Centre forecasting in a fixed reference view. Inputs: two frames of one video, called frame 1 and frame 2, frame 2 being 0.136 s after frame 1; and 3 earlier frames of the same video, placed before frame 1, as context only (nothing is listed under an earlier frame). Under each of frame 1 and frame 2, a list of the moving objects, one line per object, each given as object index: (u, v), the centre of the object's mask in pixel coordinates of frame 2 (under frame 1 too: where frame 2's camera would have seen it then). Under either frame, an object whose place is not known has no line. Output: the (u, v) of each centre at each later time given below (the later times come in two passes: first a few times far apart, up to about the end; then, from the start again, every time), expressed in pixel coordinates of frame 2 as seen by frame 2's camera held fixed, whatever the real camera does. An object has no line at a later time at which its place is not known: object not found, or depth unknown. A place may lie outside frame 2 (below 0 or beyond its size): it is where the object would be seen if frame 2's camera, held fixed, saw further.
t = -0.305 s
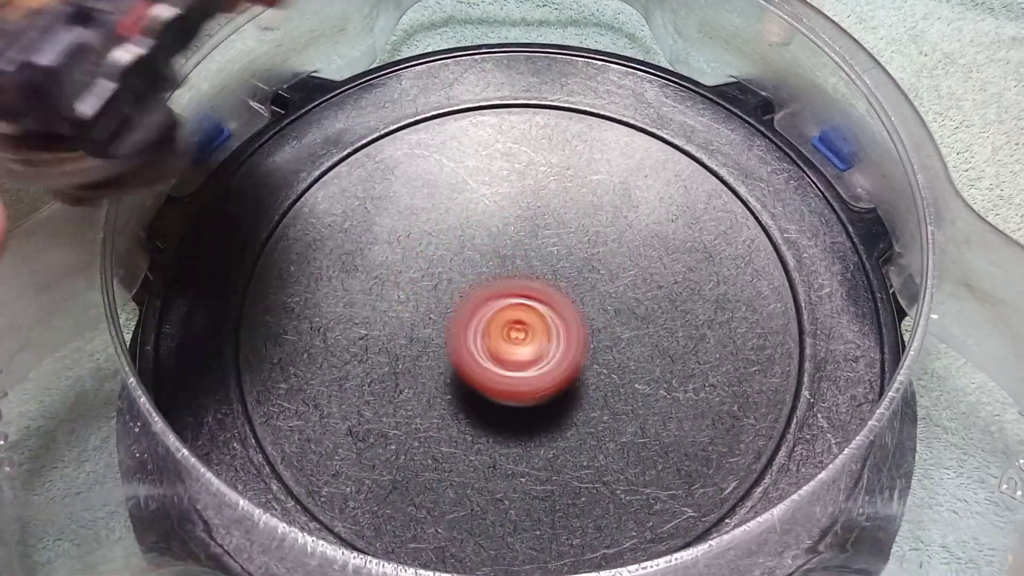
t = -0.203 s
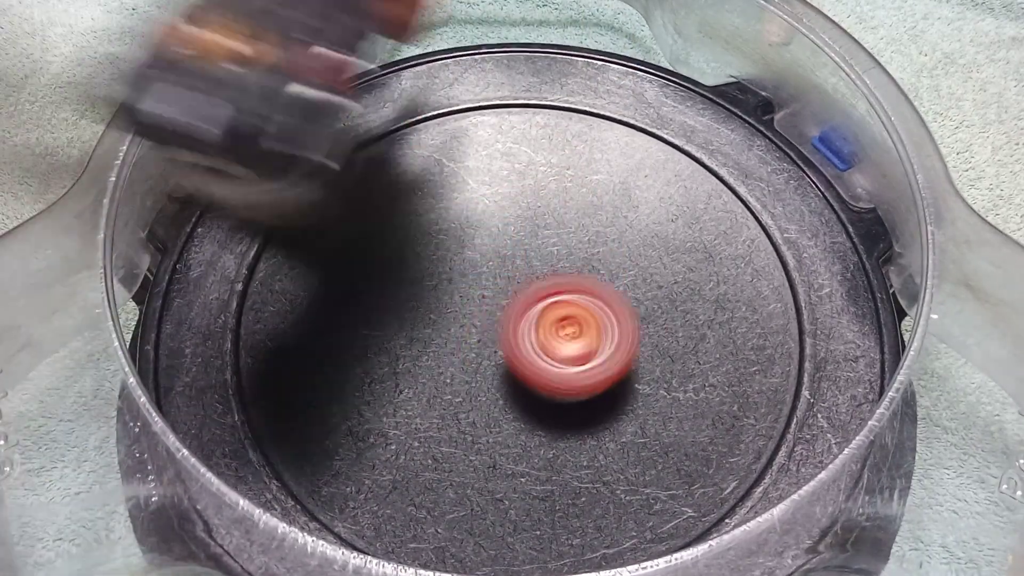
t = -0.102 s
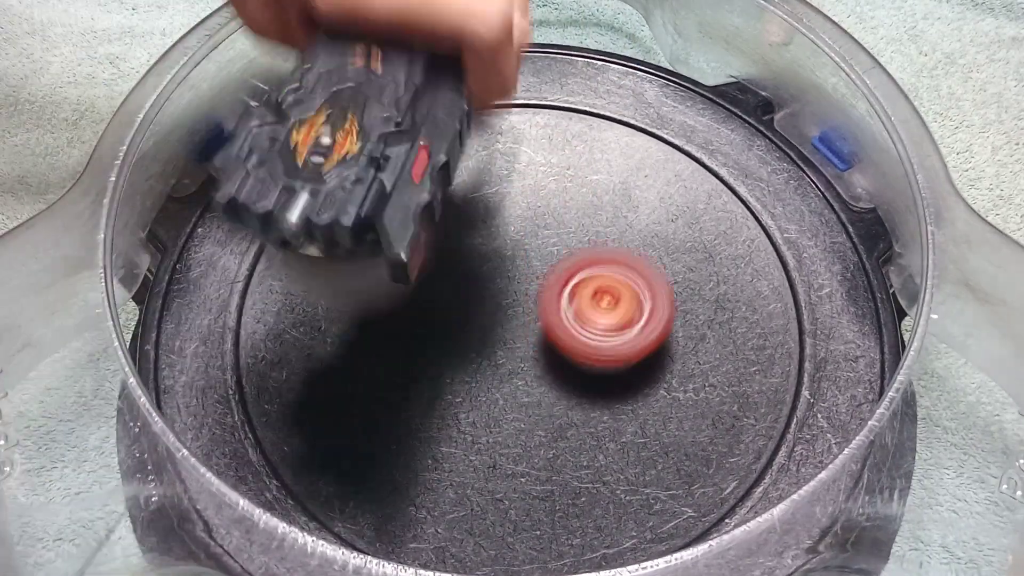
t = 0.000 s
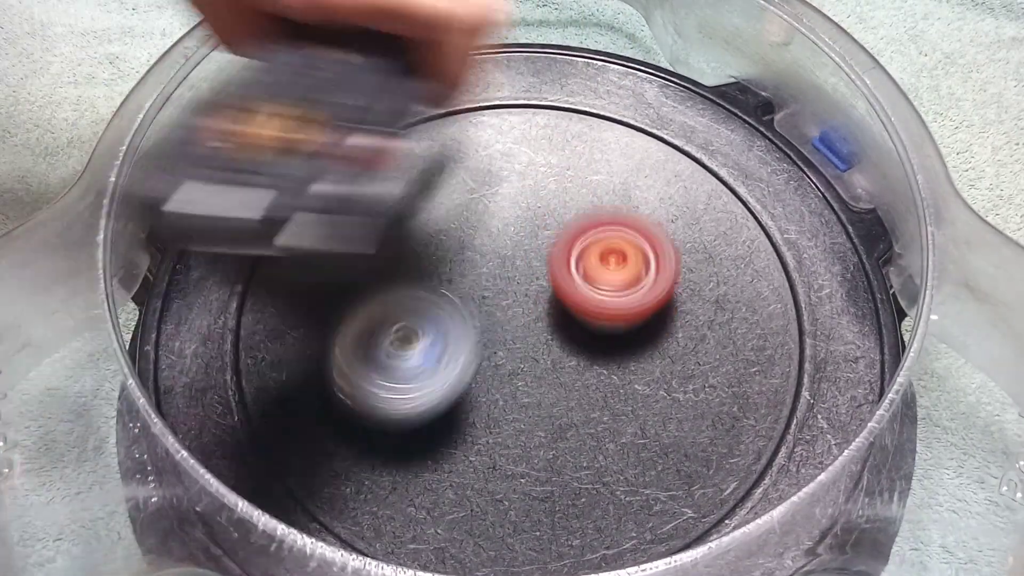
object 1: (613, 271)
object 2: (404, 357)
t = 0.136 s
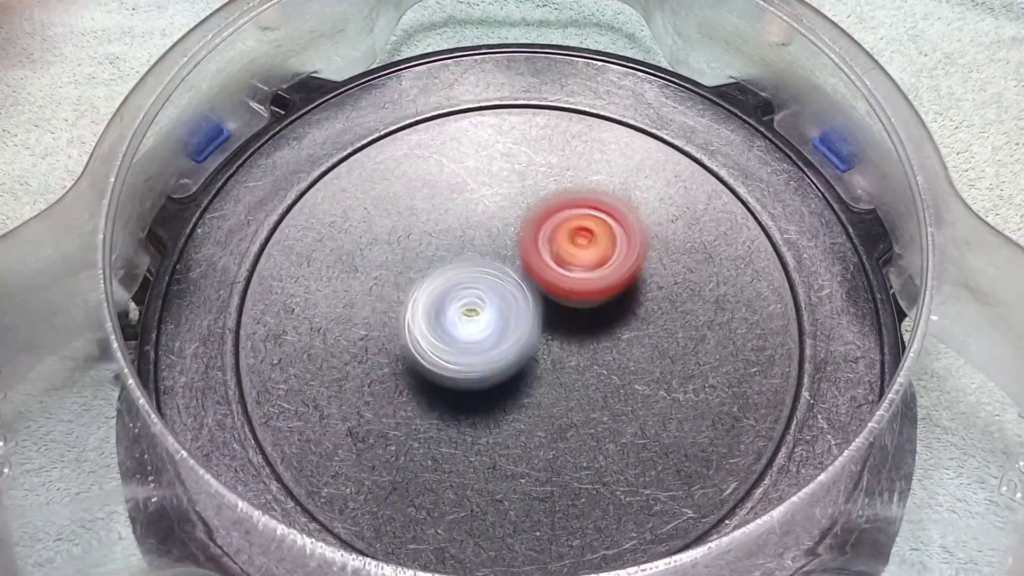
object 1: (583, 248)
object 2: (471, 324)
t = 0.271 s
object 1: (614, 180)
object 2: (341, 312)
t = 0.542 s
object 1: (571, 140)
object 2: (327, 152)
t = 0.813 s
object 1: (728, 267)
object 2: (365, 285)
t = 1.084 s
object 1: (537, 382)
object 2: (368, 307)
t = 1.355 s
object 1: (473, 349)
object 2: (425, 223)
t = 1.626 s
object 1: (734, 423)
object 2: (611, 325)
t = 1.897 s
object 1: (823, 315)
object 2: (319, 443)
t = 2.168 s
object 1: (771, 297)
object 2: (389, 130)
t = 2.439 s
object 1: (578, 329)
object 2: (792, 267)
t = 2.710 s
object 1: (457, 433)
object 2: (403, 542)
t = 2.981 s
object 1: (396, 377)
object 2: (280, 176)
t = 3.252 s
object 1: (352, 377)
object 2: (803, 285)
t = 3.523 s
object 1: (396, 327)
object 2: (275, 433)
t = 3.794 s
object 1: (399, 245)
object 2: (497, 70)
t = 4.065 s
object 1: (395, 205)
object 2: (719, 467)
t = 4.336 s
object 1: (459, 209)
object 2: (254, 374)
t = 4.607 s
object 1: (579, 230)
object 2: (400, 126)
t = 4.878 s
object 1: (811, 303)
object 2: (501, 37)
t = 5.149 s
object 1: (641, 246)
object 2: (638, 96)
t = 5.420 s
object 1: (494, 367)
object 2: (694, 249)
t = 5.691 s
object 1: (537, 527)
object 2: (514, 256)
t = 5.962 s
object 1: (549, 433)
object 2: (474, 165)
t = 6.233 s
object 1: (409, 399)
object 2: (505, 173)
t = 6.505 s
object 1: (350, 392)
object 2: (450, 294)
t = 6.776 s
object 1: (332, 404)
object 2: (651, 227)
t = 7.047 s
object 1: (385, 289)
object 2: (687, 333)
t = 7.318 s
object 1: (383, 174)
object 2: (498, 344)
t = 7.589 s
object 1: (422, 110)
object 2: (449, 394)
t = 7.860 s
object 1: (516, 164)
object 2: (378, 479)
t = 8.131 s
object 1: (609, 224)
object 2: (401, 421)
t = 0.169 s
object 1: (591, 234)
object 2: (444, 311)
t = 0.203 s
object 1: (608, 215)
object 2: (401, 316)
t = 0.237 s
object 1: (615, 195)
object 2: (366, 324)
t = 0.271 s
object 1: (614, 180)
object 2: (341, 312)
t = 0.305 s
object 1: (607, 167)
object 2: (320, 304)
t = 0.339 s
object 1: (596, 156)
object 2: (307, 285)
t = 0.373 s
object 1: (581, 147)
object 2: (304, 264)
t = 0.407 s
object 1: (562, 142)
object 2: (309, 239)
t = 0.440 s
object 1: (543, 141)
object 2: (322, 212)
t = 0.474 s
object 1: (523, 143)
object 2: (347, 185)
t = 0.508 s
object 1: (512, 147)
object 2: (368, 163)
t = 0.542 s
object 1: (571, 140)
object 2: (327, 152)
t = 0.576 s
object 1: (630, 134)
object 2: (300, 160)
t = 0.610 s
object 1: (681, 129)
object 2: (293, 184)
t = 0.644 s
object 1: (708, 134)
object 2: (295, 212)
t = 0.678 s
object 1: (724, 158)
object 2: (304, 234)
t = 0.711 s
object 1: (736, 186)
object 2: (317, 253)
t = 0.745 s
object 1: (741, 212)
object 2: (331, 267)
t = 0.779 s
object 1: (737, 240)
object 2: (349, 278)
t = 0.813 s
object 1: (728, 267)
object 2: (365, 285)
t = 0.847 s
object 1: (714, 291)
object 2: (378, 290)
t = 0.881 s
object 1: (694, 315)
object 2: (390, 295)
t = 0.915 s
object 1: (671, 335)
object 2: (396, 298)
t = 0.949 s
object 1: (647, 350)
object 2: (398, 301)
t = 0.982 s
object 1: (621, 363)
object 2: (396, 304)
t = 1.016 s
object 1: (593, 373)
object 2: (389, 307)
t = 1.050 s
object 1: (564, 379)
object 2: (380, 308)
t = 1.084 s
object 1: (537, 382)
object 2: (368, 307)
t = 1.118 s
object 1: (512, 382)
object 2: (356, 302)
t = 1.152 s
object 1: (491, 377)
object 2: (345, 293)
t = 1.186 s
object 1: (474, 369)
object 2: (340, 279)
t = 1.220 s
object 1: (461, 363)
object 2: (344, 266)
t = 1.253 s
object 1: (451, 353)
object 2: (358, 253)
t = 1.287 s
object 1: (451, 349)
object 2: (378, 242)
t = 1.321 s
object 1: (460, 346)
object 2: (399, 227)
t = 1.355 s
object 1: (473, 349)
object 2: (425, 223)
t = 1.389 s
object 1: (492, 345)
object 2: (454, 224)
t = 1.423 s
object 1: (514, 351)
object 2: (486, 232)
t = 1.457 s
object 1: (545, 370)
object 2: (512, 234)
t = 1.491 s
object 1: (579, 390)
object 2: (539, 239)
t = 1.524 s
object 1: (616, 407)
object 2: (563, 250)
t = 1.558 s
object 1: (653, 418)
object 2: (585, 269)
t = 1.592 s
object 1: (694, 423)
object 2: (603, 294)
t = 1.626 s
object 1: (734, 423)
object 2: (611, 325)
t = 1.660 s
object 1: (774, 413)
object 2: (613, 363)
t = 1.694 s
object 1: (793, 393)
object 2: (598, 397)
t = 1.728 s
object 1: (805, 375)
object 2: (571, 433)
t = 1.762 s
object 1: (814, 357)
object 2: (531, 460)
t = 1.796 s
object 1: (818, 342)
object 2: (479, 477)
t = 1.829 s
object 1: (821, 331)
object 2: (423, 481)
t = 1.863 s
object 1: (822, 322)
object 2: (372, 470)
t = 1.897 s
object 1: (823, 315)
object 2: (319, 443)
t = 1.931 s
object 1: (824, 310)
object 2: (281, 408)
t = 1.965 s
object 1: (824, 307)
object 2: (256, 364)
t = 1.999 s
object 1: (822, 304)
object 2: (242, 316)
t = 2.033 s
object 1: (820, 302)
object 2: (249, 270)
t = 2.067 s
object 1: (814, 301)
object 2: (269, 225)
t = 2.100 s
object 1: (806, 301)
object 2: (301, 185)
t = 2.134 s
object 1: (791, 300)
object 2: (342, 153)
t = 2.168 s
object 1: (771, 297)
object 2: (389, 130)
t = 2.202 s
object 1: (748, 295)
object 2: (439, 115)
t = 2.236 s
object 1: (723, 293)
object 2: (498, 107)
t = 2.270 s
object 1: (698, 293)
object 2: (556, 109)
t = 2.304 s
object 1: (672, 297)
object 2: (612, 118)
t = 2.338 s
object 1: (647, 300)
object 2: (671, 140)
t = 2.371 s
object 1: (624, 308)
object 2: (720, 168)
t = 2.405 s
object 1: (600, 317)
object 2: (767, 213)
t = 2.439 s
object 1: (578, 329)
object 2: (792, 267)
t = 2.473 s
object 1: (557, 340)
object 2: (803, 337)
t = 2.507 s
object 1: (537, 355)
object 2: (786, 403)
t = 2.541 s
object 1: (517, 370)
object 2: (745, 479)
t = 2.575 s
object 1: (499, 385)
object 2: (685, 515)
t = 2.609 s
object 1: (485, 402)
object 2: (614, 531)
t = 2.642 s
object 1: (473, 418)
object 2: (540, 546)
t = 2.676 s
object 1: (464, 431)
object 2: (467, 542)
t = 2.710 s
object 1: (457, 433)
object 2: (403, 542)
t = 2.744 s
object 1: (448, 421)
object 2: (348, 526)
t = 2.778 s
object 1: (440, 411)
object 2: (301, 501)
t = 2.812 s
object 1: (433, 401)
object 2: (268, 459)
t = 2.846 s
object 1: (426, 393)
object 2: (243, 404)
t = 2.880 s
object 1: (419, 386)
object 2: (228, 356)
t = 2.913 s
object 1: (412, 383)
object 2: (227, 294)
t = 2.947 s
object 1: (403, 379)
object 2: (244, 232)
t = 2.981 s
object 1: (396, 377)
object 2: (280, 176)
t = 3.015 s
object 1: (388, 376)
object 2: (328, 130)
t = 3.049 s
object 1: (380, 376)
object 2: (395, 95)
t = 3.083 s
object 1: (372, 376)
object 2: (477, 74)
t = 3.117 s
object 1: (365, 377)
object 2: (555, 73)
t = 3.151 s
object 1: (359, 377)
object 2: (640, 95)
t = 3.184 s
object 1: (355, 377)
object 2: (717, 140)
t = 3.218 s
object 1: (352, 377)
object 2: (774, 204)
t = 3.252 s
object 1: (352, 377)
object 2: (803, 285)
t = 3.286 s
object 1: (352, 377)
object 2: (796, 372)
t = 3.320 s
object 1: (355, 377)
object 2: (745, 444)
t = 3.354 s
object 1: (361, 375)
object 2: (669, 497)
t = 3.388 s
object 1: (369, 370)
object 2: (578, 523)
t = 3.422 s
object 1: (375, 362)
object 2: (483, 527)
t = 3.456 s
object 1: (382, 352)
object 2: (393, 509)
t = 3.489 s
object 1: (389, 340)
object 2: (326, 479)
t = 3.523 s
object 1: (396, 327)
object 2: (275, 433)
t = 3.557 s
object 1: (401, 315)
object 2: (239, 377)
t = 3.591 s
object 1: (404, 304)
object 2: (230, 315)
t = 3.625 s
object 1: (406, 294)
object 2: (242, 250)
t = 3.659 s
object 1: (406, 284)
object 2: (267, 194)
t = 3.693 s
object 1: (405, 274)
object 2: (311, 144)
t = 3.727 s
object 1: (402, 263)
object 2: (363, 109)
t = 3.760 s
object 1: (399, 255)
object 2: (428, 82)
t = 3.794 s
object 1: (399, 245)
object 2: (497, 70)
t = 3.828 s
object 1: (397, 237)
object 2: (567, 71)
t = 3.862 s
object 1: (395, 230)
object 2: (645, 92)
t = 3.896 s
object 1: (394, 225)
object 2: (717, 132)
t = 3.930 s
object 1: (392, 219)
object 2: (770, 187)
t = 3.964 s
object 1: (392, 214)
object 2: (804, 260)
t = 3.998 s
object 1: (392, 211)
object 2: (810, 340)
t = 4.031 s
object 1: (393, 207)
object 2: (777, 411)
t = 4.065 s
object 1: (395, 205)
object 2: (719, 467)
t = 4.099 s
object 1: (398, 204)
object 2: (645, 507)
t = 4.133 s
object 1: (403, 204)
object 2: (568, 525)
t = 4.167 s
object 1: (409, 205)
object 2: (484, 526)
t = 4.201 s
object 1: (418, 205)
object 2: (413, 516)
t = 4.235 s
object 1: (428, 206)
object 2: (356, 493)
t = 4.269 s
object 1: (438, 207)
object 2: (313, 465)
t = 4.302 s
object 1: (448, 208)
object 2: (275, 426)
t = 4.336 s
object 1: (459, 209)
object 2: (254, 374)
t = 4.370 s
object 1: (469, 209)
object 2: (253, 325)
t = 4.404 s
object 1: (480, 208)
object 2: (263, 283)
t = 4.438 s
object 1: (489, 208)
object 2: (282, 249)
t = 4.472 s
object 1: (500, 208)
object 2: (310, 219)
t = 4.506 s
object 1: (509, 207)
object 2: (342, 197)
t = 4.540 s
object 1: (517, 205)
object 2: (377, 180)
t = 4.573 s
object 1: (530, 208)
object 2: (408, 165)
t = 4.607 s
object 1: (579, 230)
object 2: (400, 126)
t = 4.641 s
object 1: (637, 255)
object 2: (395, 93)
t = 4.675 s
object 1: (685, 276)
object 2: (400, 70)
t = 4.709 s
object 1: (728, 290)
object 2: (406, 60)
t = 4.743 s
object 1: (765, 299)
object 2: (423, 46)
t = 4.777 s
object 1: (792, 301)
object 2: (444, 44)
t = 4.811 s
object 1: (812, 304)
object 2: (465, 40)
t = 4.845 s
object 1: (817, 304)
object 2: (483, 39)
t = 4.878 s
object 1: (811, 303)
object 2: (501, 37)
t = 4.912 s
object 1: (799, 302)
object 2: (520, 36)
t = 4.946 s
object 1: (784, 297)
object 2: (540, 34)
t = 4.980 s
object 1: (763, 291)
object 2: (560, 36)
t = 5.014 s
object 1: (738, 283)
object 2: (578, 39)
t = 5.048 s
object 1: (714, 274)
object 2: (598, 47)
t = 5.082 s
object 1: (688, 266)
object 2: (614, 58)
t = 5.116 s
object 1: (664, 257)
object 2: (629, 77)
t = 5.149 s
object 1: (641, 246)
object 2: (638, 96)
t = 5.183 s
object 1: (620, 239)
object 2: (646, 118)
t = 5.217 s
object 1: (587, 258)
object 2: (666, 126)
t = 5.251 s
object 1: (554, 278)
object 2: (684, 133)
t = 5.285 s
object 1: (528, 297)
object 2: (698, 146)
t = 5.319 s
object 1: (508, 314)
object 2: (708, 166)
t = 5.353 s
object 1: (497, 332)
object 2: (712, 192)
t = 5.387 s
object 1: (493, 350)
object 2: (705, 223)
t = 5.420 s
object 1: (494, 367)
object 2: (694, 249)
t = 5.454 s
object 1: (499, 385)
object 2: (675, 272)
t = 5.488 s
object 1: (506, 402)
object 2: (653, 294)
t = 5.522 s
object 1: (516, 419)
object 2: (626, 312)
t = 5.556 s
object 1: (520, 449)
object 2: (598, 321)
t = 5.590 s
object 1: (515, 493)
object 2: (574, 301)
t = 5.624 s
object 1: (517, 512)
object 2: (550, 282)
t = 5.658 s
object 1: (526, 525)
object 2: (529, 270)
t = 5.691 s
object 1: (537, 527)
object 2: (514, 256)
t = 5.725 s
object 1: (548, 522)
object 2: (501, 242)
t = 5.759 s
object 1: (556, 515)
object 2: (491, 231)
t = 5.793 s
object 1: (563, 506)
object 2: (484, 218)
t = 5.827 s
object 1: (567, 493)
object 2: (478, 208)
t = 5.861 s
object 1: (567, 477)
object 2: (475, 198)
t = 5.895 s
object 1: (564, 461)
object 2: (474, 186)
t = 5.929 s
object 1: (558, 446)
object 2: (474, 174)
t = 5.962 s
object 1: (549, 433)
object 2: (474, 165)
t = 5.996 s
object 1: (538, 423)
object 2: (476, 157)
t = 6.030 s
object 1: (524, 415)
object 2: (479, 151)
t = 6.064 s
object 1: (507, 408)
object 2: (483, 148)
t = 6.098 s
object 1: (488, 404)
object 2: (488, 147)
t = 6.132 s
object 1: (468, 401)
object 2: (493, 150)
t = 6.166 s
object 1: (448, 400)
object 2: (498, 155)
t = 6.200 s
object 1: (429, 399)
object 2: (501, 163)
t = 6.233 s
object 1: (409, 399)
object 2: (505, 173)
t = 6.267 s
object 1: (390, 400)
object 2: (506, 187)
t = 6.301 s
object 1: (375, 401)
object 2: (504, 204)
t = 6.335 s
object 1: (364, 400)
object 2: (501, 222)
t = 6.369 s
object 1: (356, 398)
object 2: (493, 239)
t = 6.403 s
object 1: (351, 396)
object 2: (484, 254)
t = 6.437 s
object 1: (350, 395)
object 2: (473, 269)
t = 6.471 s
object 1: (350, 393)
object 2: (460, 283)
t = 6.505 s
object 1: (350, 392)
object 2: (450, 294)
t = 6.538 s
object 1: (314, 412)
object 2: (468, 283)
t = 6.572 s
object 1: (284, 426)
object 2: (503, 254)
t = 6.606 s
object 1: (276, 428)
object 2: (533, 240)
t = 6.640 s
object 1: (284, 430)
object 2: (566, 224)
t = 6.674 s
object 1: (295, 425)
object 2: (593, 218)
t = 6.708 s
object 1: (307, 421)
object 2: (614, 218)
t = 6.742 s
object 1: (319, 413)
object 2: (635, 221)
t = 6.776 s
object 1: (332, 404)
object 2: (651, 227)
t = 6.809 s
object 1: (345, 394)
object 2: (665, 234)
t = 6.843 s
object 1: (356, 382)
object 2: (681, 244)
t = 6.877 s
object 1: (365, 371)
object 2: (692, 256)
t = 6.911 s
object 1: (372, 357)
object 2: (700, 269)
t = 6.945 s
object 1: (377, 341)
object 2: (705, 284)
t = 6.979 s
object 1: (381, 324)
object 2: (704, 301)
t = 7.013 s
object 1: (384, 307)
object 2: (700, 316)
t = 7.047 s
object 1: (385, 289)
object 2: (687, 333)
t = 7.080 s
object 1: (385, 273)
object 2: (672, 347)
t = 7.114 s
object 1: (384, 256)
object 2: (650, 358)
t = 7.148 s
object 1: (383, 239)
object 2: (622, 365)
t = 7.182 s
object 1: (383, 224)
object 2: (596, 370)
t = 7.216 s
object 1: (383, 208)
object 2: (569, 369)
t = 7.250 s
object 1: (382, 195)
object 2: (544, 363)
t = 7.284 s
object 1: (382, 183)
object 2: (519, 354)
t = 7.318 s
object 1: (383, 174)
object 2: (498, 344)
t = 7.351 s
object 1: (385, 168)
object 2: (479, 331)
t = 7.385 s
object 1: (389, 164)
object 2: (464, 318)
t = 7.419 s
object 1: (394, 164)
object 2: (451, 303)
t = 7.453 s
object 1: (400, 165)
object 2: (440, 290)
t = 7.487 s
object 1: (406, 166)
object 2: (437, 282)
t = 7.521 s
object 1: (410, 147)
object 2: (444, 317)
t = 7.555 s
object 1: (416, 124)
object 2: (447, 355)
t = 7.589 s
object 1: (422, 110)
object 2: (449, 394)
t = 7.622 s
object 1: (432, 104)
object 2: (443, 422)
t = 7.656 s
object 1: (444, 110)
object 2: (436, 442)
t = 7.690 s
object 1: (455, 117)
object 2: (428, 453)
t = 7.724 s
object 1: (467, 126)
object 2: (420, 460)
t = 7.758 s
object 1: (479, 135)
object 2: (409, 466)
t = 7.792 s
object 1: (490, 146)
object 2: (398, 472)
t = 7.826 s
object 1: (503, 156)
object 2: (387, 476)
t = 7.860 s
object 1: (516, 164)
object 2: (378, 479)
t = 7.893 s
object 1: (529, 172)
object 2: (369, 481)
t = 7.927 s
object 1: (543, 180)
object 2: (363, 481)
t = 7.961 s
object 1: (555, 187)
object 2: (361, 478)
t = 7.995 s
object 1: (566, 194)
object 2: (361, 470)
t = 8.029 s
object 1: (576, 201)
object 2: (366, 461)
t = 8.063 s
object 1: (587, 208)
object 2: (371, 450)
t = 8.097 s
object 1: (597, 216)
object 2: (385, 435)
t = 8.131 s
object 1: (609, 224)
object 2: (401, 421)
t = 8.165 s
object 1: (620, 232)
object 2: (419, 407)
